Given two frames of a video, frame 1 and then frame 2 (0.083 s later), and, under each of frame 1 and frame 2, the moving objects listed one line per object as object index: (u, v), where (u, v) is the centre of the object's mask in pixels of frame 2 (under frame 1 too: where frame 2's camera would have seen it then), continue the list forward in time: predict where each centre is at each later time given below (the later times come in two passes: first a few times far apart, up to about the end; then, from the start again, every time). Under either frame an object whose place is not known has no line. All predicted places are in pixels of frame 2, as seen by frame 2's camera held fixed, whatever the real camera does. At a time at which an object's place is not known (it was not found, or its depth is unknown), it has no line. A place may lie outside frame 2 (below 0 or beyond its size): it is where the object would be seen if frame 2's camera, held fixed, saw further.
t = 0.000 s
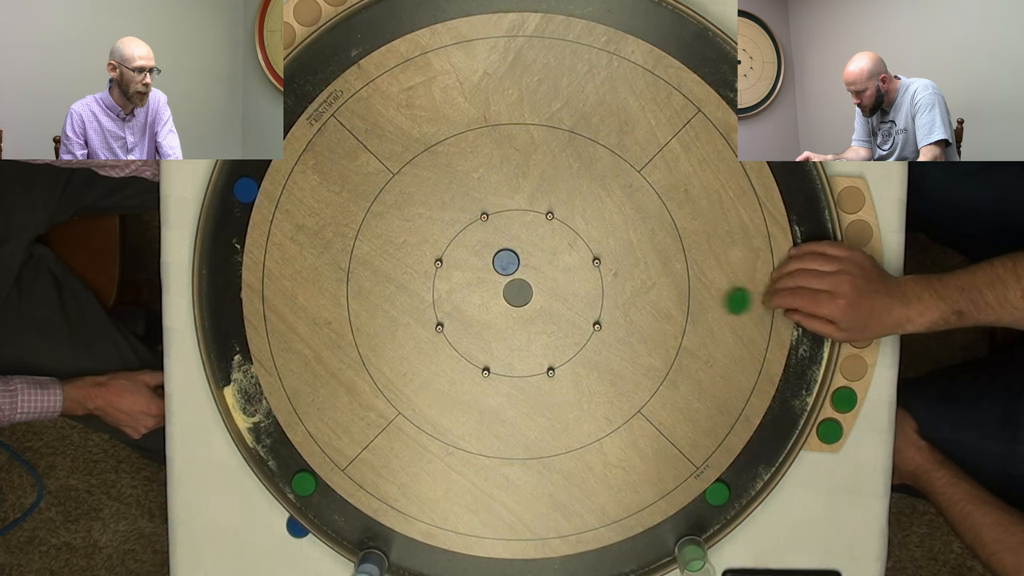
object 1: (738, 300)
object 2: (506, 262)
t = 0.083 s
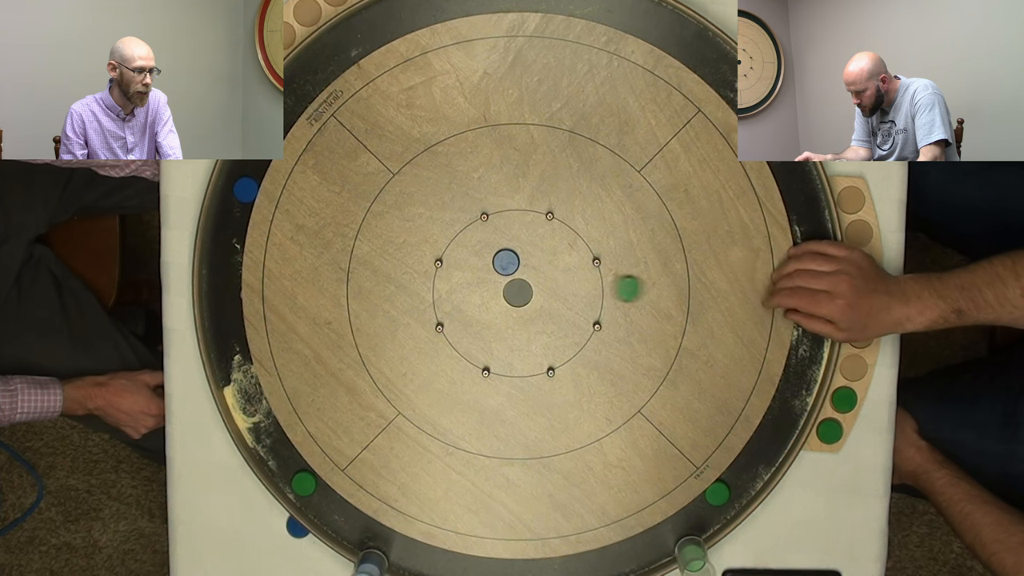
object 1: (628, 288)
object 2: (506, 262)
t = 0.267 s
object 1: (518, 292)
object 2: (437, 224)
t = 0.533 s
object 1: (517, 292)
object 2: (308, 154)
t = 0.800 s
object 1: (517, 292)
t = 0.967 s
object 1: (517, 292)
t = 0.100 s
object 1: (608, 286)
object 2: (506, 262)
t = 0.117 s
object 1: (587, 284)
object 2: (506, 262)
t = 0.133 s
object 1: (566, 282)
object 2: (506, 262)
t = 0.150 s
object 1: (547, 279)
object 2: (506, 262)
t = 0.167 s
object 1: (528, 278)
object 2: (505, 261)
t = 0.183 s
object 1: (523, 282)
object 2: (494, 255)
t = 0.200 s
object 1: (519, 288)
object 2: (482, 249)
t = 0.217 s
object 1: (517, 293)
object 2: (471, 243)
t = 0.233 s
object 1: (518, 293)
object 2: (459, 236)
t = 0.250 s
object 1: (518, 292)
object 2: (448, 230)
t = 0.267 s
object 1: (518, 292)
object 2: (437, 224)
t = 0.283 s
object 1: (517, 292)
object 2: (427, 218)
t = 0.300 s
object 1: (517, 292)
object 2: (416, 213)
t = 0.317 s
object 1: (517, 292)
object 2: (407, 207)
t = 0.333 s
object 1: (517, 292)
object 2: (397, 202)
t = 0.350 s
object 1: (518, 292)
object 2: (388, 197)
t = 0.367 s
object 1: (518, 293)
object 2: (379, 192)
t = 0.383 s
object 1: (518, 293)
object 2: (370, 187)
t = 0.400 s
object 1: (518, 293)
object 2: (361, 183)
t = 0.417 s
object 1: (517, 293)
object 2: (354, 178)
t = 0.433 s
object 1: (517, 293)
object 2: (346, 175)
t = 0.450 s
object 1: (517, 293)
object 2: (339, 170)
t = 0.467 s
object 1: (517, 293)
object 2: (332, 167)
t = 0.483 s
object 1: (517, 292)
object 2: (325, 164)
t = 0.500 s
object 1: (517, 292)
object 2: (319, 160)
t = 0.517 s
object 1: (517, 292)
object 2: (313, 157)
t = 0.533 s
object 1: (517, 292)
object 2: (308, 154)
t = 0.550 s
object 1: (517, 292)
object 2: (303, 152)
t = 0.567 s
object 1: (517, 292)
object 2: (298, 149)
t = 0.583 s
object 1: (517, 292)
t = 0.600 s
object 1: (517, 292)
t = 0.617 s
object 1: (517, 292)
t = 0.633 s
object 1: (517, 292)
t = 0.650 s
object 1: (517, 292)
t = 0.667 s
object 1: (517, 292)
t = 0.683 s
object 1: (518, 293)
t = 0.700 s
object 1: (517, 292)
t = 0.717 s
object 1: (517, 292)
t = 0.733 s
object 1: (517, 292)
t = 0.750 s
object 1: (517, 292)
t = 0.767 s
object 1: (517, 292)
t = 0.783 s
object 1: (518, 293)
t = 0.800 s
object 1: (517, 292)
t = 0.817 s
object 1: (517, 293)
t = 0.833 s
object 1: (518, 292)
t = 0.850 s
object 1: (517, 292)
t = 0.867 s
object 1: (518, 292)
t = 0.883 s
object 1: (518, 293)
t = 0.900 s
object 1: (517, 292)
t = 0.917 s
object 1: (518, 293)
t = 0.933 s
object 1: (518, 292)
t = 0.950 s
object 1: (517, 292)
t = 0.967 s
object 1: (517, 292)
